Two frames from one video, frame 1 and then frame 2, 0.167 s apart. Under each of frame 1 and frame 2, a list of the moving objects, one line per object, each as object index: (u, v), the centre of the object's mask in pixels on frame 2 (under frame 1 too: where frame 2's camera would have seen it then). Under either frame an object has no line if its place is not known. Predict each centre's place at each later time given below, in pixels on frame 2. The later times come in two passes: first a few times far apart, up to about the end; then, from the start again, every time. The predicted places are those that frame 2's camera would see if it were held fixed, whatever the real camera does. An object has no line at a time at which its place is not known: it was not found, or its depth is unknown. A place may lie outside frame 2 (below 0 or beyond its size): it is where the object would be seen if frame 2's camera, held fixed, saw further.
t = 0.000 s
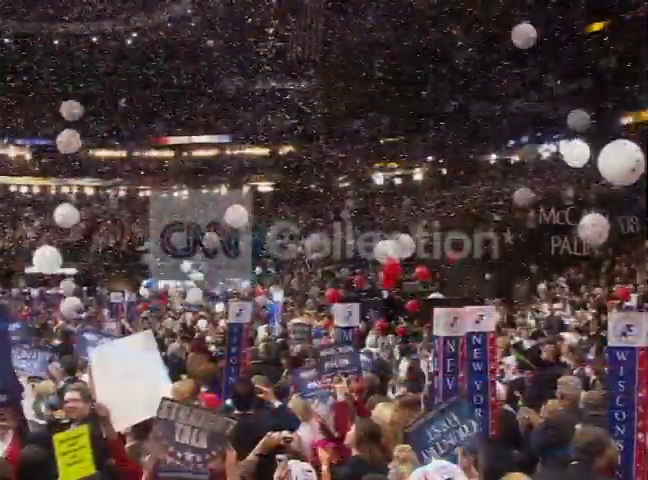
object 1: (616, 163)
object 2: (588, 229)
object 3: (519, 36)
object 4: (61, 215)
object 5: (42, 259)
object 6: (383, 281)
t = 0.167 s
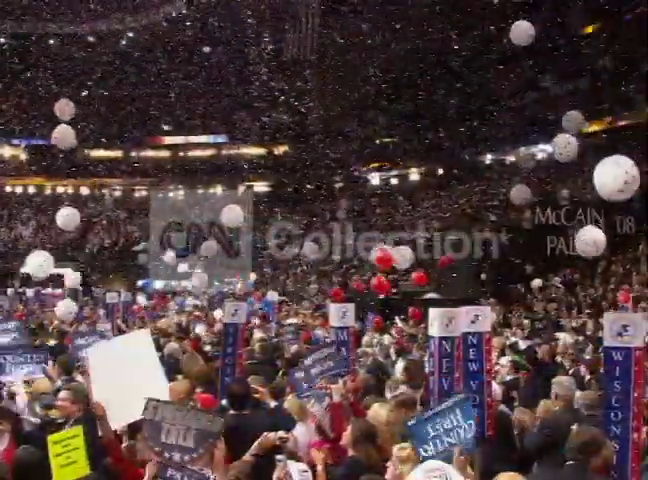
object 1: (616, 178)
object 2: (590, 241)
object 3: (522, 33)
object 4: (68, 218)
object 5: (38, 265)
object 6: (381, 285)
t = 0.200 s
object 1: (617, 181)
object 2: (591, 244)
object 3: (524, 32)
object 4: (70, 219)
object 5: (39, 265)
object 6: (381, 287)
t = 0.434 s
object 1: (619, 203)
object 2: (593, 260)
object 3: (527, 28)
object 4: (76, 224)
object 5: (35, 272)
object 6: (380, 299)
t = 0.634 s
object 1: (622, 224)
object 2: (595, 278)
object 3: (531, 27)
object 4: (81, 230)
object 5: (32, 279)
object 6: (379, 310)
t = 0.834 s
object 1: (628, 245)
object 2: (597, 293)
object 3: (535, 25)
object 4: (86, 236)
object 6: (384, 327)
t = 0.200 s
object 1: (617, 181)
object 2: (591, 244)
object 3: (524, 32)
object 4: (70, 219)
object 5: (39, 265)
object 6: (381, 287)
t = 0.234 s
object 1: (617, 184)
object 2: (591, 246)
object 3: (523, 31)
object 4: (70, 219)
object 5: (38, 266)
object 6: (381, 287)
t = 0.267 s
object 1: (617, 187)
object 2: (591, 248)
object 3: (524, 31)
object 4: (71, 220)
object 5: (38, 266)
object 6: (381, 288)
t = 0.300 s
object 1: (617, 190)
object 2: (591, 251)
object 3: (524, 31)
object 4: (72, 221)
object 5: (37, 268)
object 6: (381, 289)
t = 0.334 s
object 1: (618, 193)
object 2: (591, 254)
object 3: (525, 30)
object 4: (73, 221)
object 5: (36, 269)
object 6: (380, 289)
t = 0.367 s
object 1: (618, 197)
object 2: (592, 256)
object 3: (526, 30)
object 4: (75, 222)
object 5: (36, 270)
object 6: (380, 294)
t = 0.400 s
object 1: (618, 200)
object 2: (592, 258)
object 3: (526, 29)
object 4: (75, 223)
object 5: (36, 271)
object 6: (380, 295)
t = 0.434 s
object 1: (619, 203)
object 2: (593, 260)
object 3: (527, 28)
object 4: (76, 224)
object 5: (35, 272)
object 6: (380, 299)
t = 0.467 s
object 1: (619, 207)
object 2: (593, 263)
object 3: (527, 29)
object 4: (75, 224)
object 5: (34, 273)
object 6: (379, 299)
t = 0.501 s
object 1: (620, 210)
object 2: (593, 266)
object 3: (528, 28)
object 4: (78, 226)
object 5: (34, 275)
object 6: (379, 303)
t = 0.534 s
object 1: (621, 214)
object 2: (594, 269)
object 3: (529, 28)
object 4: (79, 227)
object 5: (34, 276)
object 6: (380, 304)
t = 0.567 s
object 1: (622, 217)
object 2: (594, 271)
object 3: (530, 27)
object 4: (79, 227)
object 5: (33, 276)
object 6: (380, 306)
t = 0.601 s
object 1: (622, 221)
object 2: (594, 276)
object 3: (530, 27)
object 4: (80, 229)
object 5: (32, 279)
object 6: (379, 309)
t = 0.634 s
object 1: (622, 224)
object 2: (595, 278)
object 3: (531, 27)
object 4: (81, 230)
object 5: (32, 279)
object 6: (379, 310)
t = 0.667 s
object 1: (623, 227)
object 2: (595, 280)
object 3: (531, 26)
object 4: (81, 230)
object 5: (32, 279)
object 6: (381, 314)
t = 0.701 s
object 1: (625, 231)
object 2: (596, 283)
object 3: (533, 26)
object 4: (83, 232)
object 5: (33, 281)
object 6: (381, 317)
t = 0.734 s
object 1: (625, 234)
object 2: (596, 285)
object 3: (533, 25)
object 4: (83, 232)
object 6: (381, 318)
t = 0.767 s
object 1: (626, 238)
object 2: (596, 287)
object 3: (534, 25)
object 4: (84, 233)
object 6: (383, 320)
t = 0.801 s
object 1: (627, 241)
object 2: (597, 290)
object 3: (535, 25)
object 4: (85, 235)
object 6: (383, 324)
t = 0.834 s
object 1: (628, 245)
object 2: (597, 293)
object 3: (535, 25)
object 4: (86, 236)
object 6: (384, 327)
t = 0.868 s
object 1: (629, 249)
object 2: (598, 296)
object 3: (536, 25)
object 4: (86, 237)
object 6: (385, 328)
